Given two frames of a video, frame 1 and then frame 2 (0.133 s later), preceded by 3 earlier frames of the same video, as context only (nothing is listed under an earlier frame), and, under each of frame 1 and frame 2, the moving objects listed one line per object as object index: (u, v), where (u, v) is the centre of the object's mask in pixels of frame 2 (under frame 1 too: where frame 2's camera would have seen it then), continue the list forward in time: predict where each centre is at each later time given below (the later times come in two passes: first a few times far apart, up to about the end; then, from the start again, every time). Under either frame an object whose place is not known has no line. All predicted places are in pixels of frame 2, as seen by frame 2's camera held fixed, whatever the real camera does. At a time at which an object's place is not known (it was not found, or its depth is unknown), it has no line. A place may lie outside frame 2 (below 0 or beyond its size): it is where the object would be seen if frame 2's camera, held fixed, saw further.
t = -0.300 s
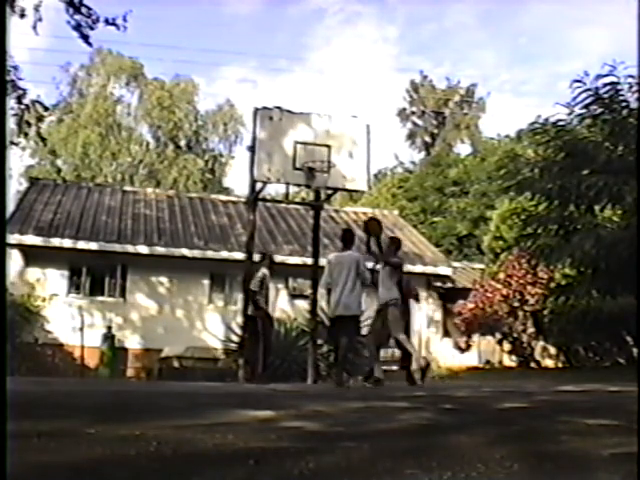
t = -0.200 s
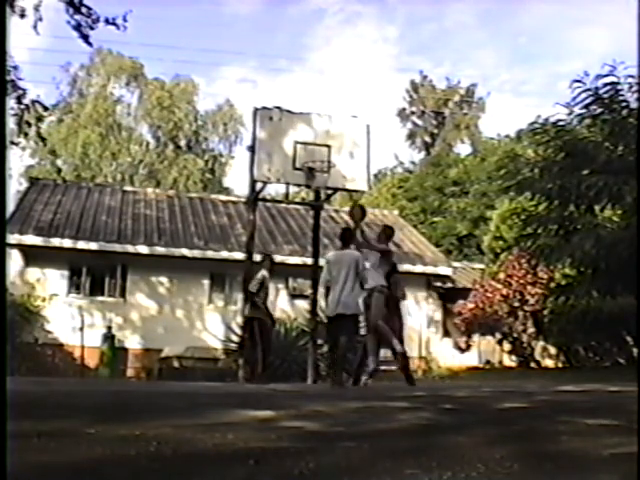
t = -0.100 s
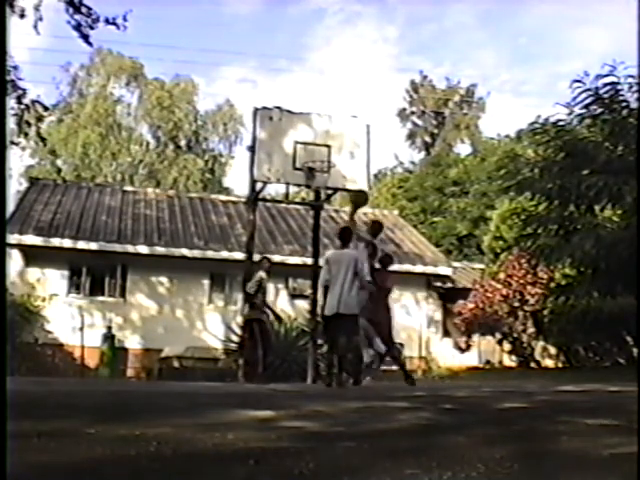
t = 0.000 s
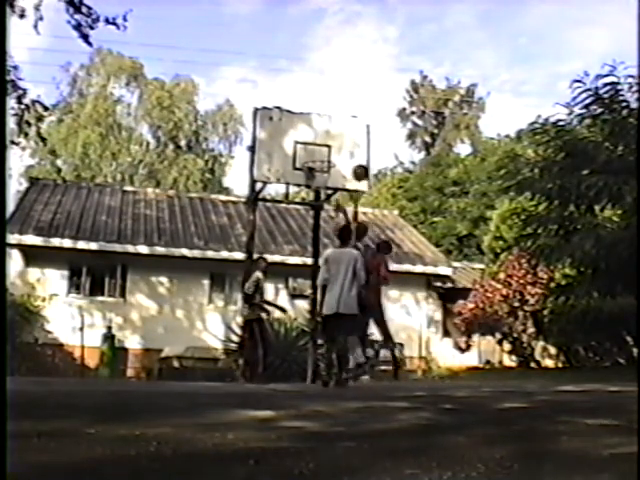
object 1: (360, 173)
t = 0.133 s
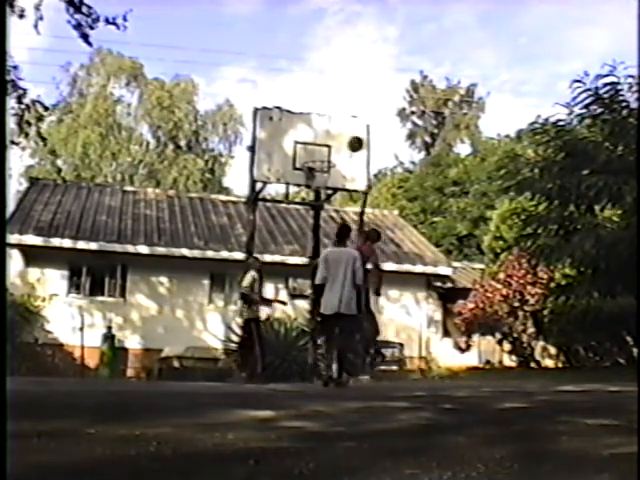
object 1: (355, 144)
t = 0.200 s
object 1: (352, 134)
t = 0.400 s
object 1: (345, 125)
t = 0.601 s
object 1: (338, 142)
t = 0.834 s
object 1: (342, 170)
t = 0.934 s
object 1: (344, 193)
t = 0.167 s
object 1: (354, 138)
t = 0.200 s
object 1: (352, 134)
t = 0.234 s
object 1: (351, 131)
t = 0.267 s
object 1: (350, 129)
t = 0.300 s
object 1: (349, 127)
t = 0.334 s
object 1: (347, 125)
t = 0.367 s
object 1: (346, 125)
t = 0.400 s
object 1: (345, 125)
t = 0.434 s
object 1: (344, 126)
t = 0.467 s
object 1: (343, 128)
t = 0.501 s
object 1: (341, 130)
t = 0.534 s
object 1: (341, 134)
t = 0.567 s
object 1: (340, 137)
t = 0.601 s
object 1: (338, 142)
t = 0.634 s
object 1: (337, 147)
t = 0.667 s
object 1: (339, 148)
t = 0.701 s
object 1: (340, 151)
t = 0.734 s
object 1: (340, 154)
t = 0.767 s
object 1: (341, 159)
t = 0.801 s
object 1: (342, 164)
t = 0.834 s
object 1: (342, 170)
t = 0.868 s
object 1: (343, 177)
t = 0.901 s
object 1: (344, 184)
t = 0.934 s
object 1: (344, 193)
